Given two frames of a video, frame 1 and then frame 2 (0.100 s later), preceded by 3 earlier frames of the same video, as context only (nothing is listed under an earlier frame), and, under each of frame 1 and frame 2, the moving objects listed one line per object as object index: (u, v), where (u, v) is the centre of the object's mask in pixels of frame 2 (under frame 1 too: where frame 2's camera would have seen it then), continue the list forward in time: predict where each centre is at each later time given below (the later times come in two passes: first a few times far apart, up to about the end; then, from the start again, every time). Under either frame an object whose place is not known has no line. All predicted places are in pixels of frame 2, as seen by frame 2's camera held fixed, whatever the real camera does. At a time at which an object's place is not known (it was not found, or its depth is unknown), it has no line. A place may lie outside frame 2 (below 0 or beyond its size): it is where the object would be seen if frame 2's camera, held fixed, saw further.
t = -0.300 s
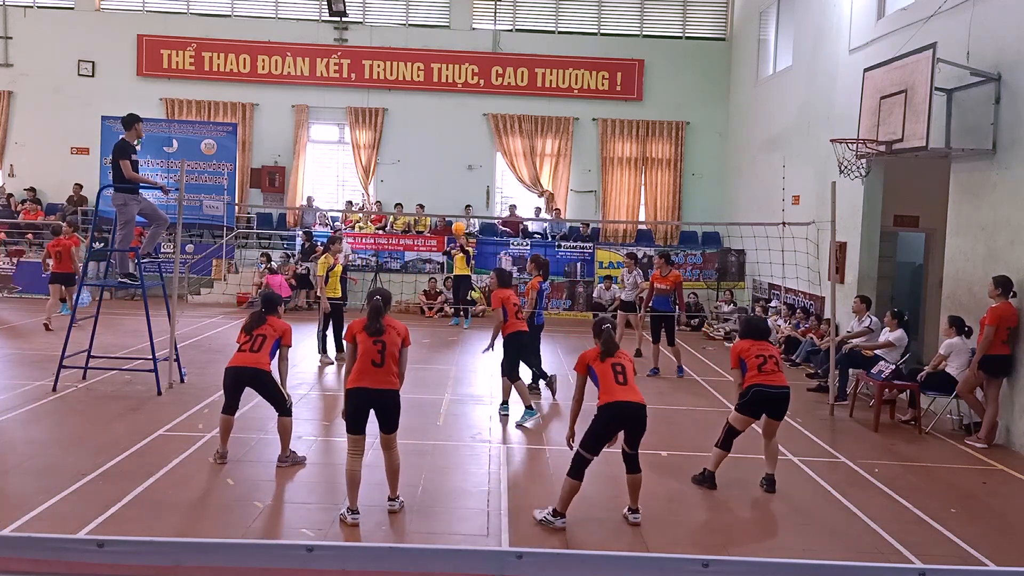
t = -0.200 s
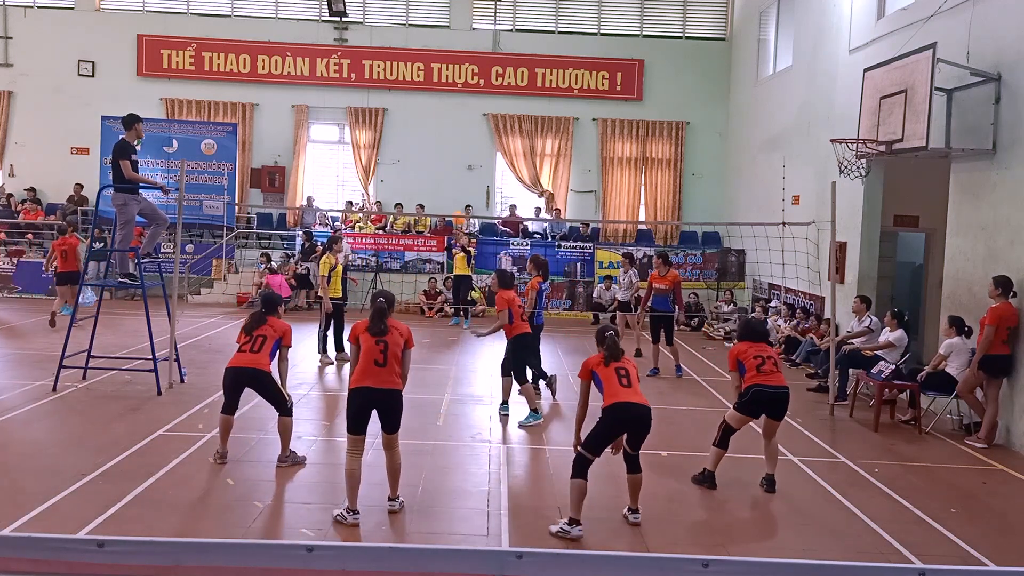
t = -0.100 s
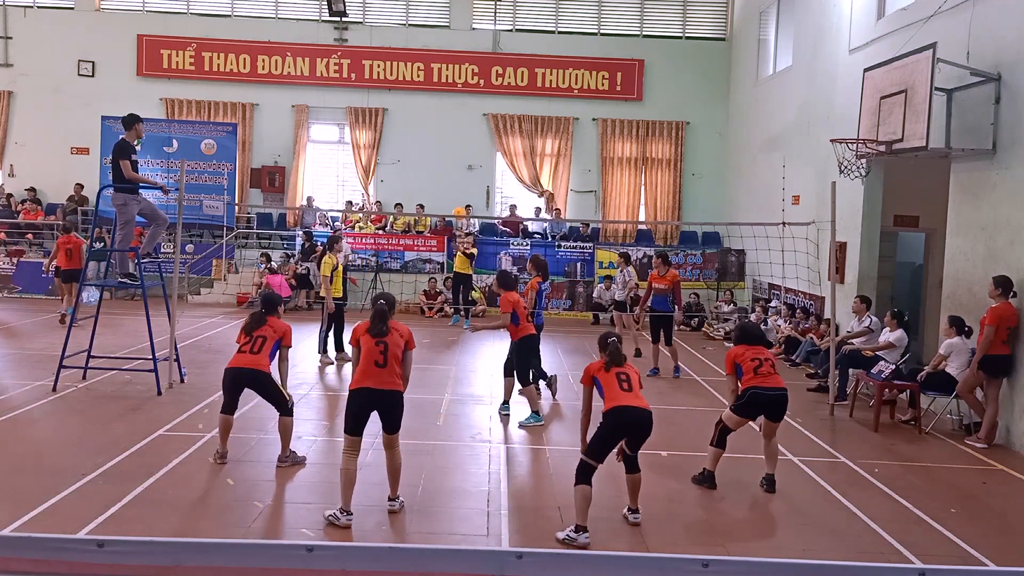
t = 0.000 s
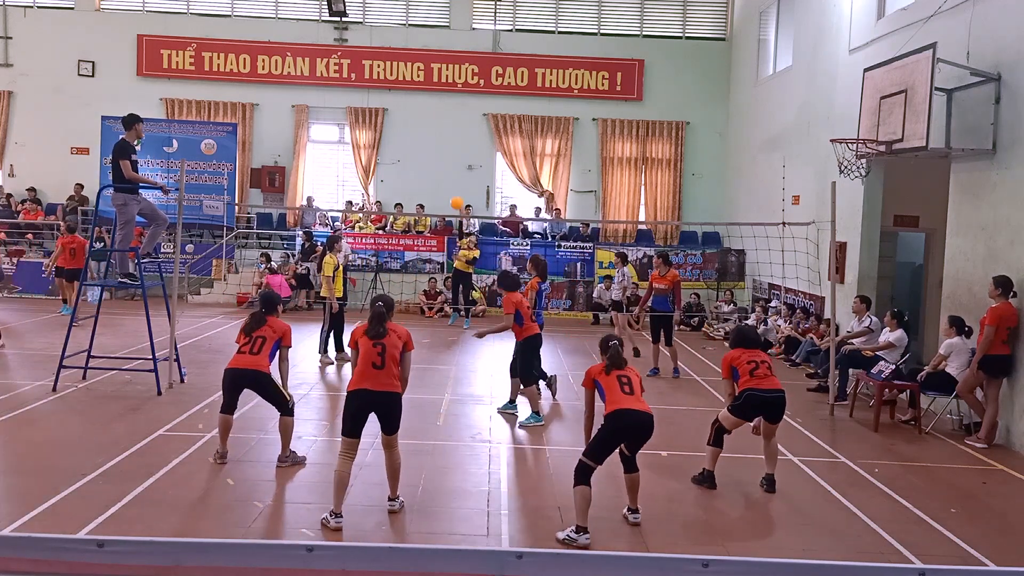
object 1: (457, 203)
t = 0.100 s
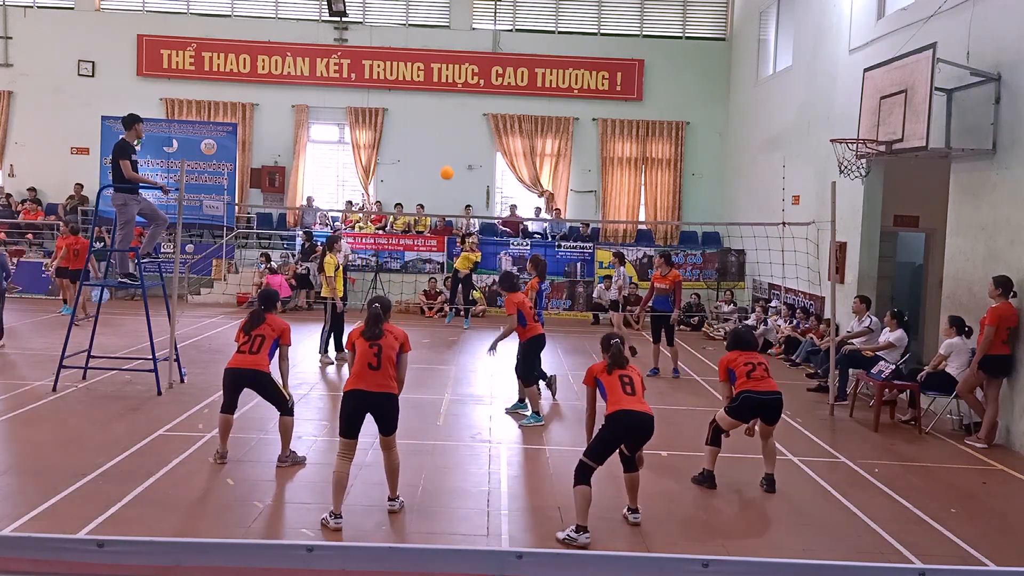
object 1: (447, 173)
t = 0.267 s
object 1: (431, 129)
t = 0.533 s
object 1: (406, 86)
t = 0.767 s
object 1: (379, 92)
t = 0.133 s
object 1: (443, 163)
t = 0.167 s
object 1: (440, 154)
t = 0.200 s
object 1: (437, 145)
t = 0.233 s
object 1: (434, 137)
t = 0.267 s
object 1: (431, 129)
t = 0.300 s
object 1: (428, 122)
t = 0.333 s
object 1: (425, 115)
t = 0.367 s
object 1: (422, 109)
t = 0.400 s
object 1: (419, 102)
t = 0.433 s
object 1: (416, 97)
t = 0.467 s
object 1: (413, 92)
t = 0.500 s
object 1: (409, 89)
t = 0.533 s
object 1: (406, 86)
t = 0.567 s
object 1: (403, 83)
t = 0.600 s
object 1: (399, 82)
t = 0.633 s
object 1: (395, 82)
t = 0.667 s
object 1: (391, 83)
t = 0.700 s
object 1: (387, 84)
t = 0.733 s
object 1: (383, 87)
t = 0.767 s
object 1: (379, 92)
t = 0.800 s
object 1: (375, 98)
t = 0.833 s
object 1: (370, 105)
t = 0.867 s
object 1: (365, 114)
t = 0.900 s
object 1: (359, 123)
